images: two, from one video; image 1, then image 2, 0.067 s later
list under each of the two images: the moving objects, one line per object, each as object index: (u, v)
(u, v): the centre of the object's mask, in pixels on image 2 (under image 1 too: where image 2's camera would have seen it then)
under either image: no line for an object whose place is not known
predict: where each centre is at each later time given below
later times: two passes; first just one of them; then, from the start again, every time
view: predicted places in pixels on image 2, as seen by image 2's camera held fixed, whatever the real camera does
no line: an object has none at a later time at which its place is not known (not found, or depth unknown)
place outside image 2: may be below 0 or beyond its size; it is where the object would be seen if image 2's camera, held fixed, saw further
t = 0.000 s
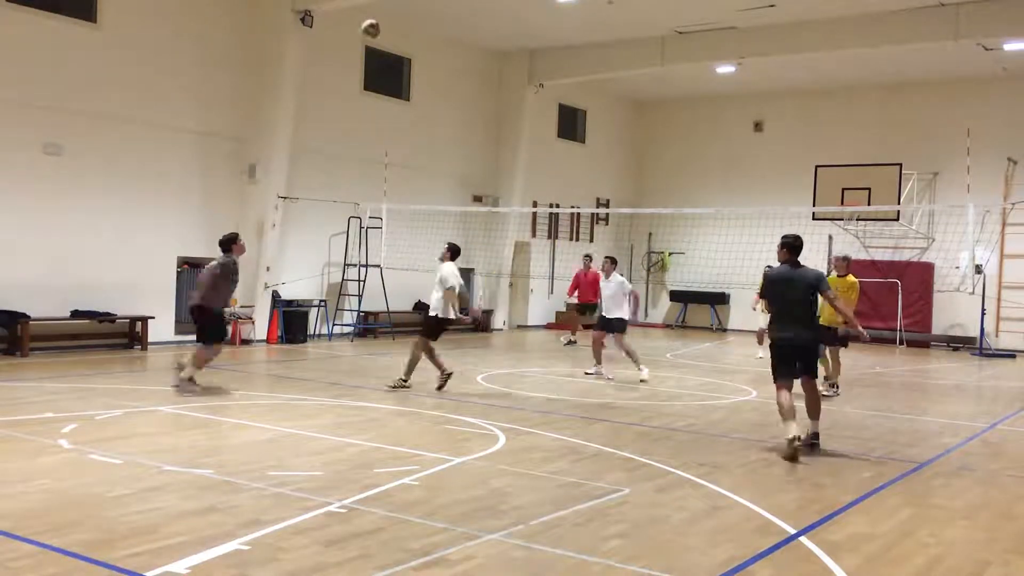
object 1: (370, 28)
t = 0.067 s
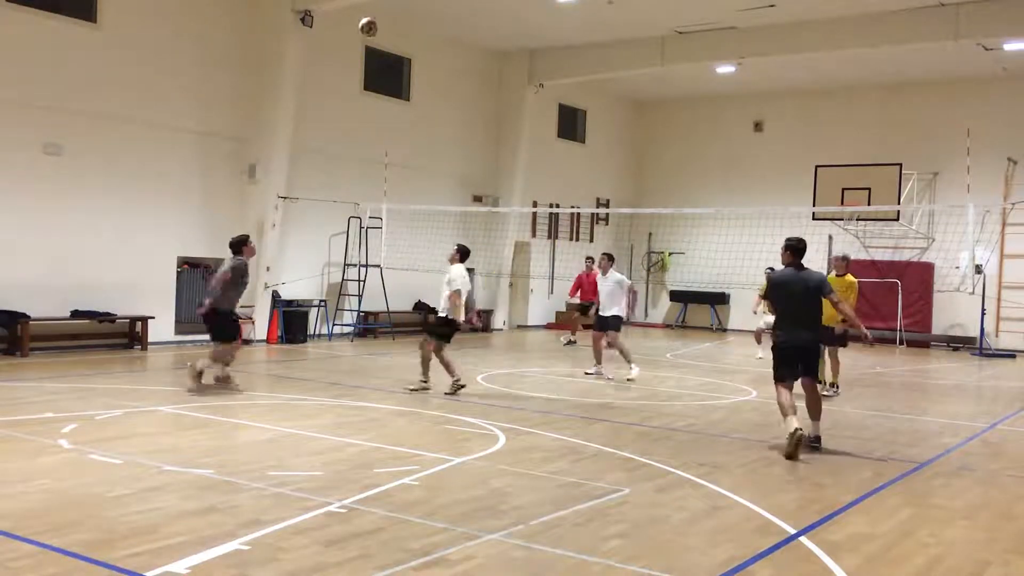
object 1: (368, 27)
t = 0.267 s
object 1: (358, 43)
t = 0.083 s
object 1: (367, 27)
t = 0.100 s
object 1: (366, 28)
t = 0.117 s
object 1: (365, 28)
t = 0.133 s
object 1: (365, 29)
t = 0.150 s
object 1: (364, 29)
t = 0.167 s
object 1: (364, 30)
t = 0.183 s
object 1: (363, 32)
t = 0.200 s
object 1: (362, 34)
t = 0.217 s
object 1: (361, 35)
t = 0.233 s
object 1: (360, 38)
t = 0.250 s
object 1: (359, 40)
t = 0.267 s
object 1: (358, 43)
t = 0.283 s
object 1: (358, 46)
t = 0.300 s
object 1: (357, 49)
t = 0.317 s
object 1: (356, 52)
